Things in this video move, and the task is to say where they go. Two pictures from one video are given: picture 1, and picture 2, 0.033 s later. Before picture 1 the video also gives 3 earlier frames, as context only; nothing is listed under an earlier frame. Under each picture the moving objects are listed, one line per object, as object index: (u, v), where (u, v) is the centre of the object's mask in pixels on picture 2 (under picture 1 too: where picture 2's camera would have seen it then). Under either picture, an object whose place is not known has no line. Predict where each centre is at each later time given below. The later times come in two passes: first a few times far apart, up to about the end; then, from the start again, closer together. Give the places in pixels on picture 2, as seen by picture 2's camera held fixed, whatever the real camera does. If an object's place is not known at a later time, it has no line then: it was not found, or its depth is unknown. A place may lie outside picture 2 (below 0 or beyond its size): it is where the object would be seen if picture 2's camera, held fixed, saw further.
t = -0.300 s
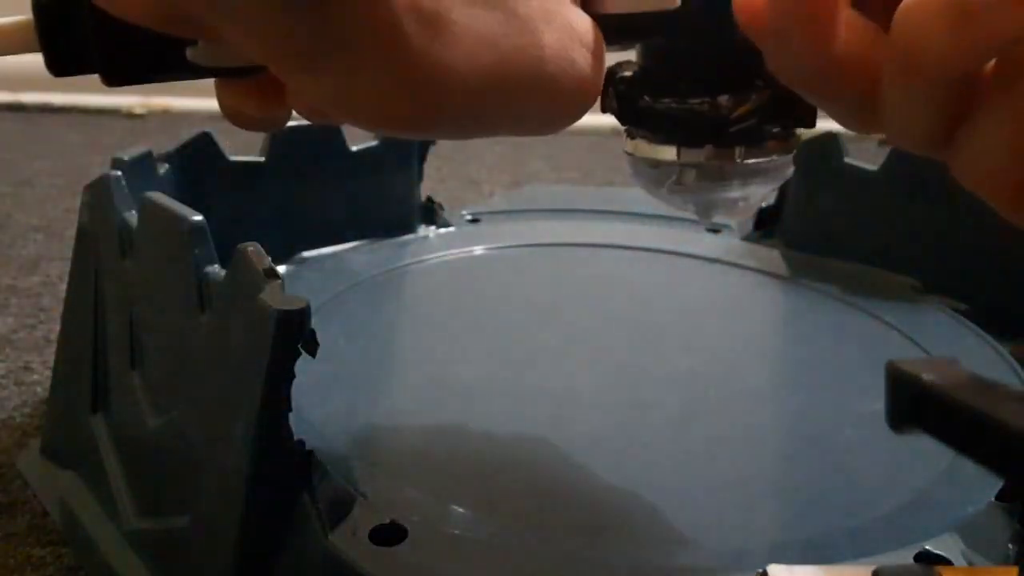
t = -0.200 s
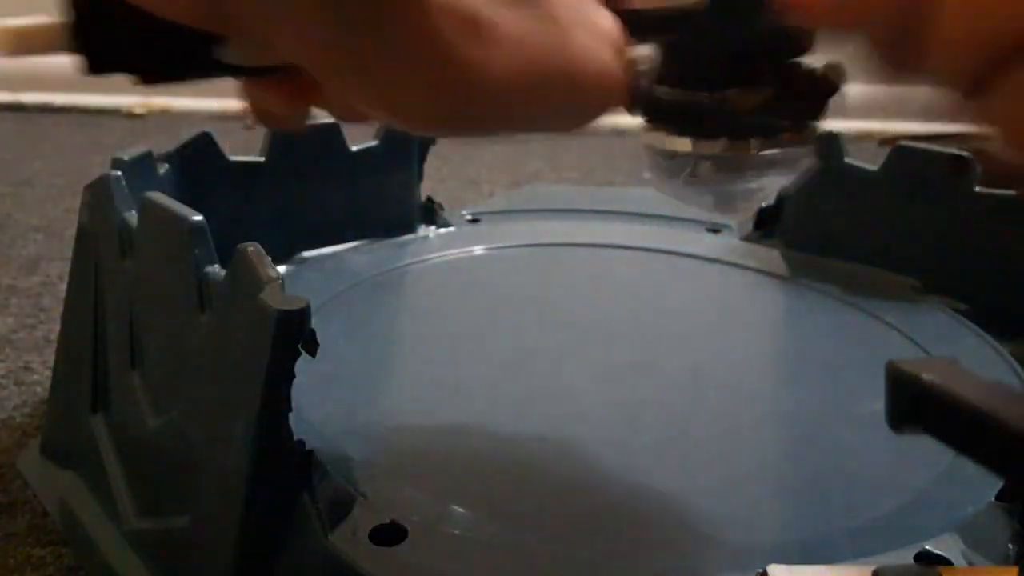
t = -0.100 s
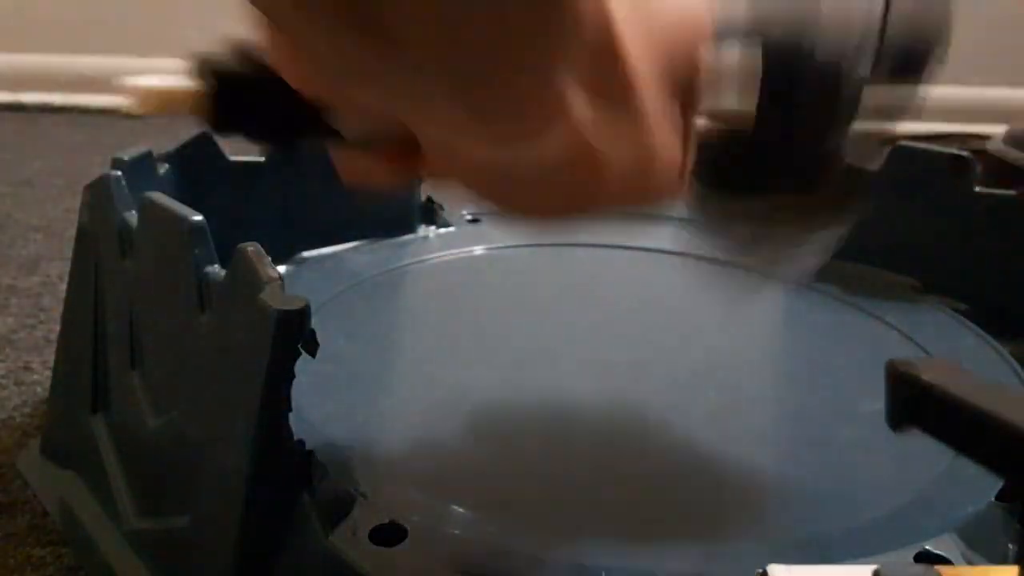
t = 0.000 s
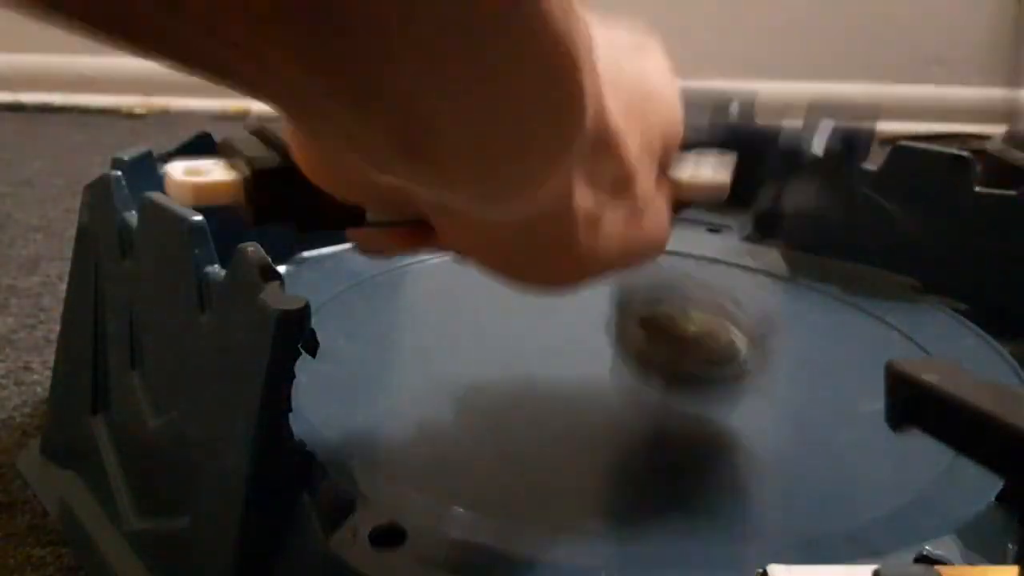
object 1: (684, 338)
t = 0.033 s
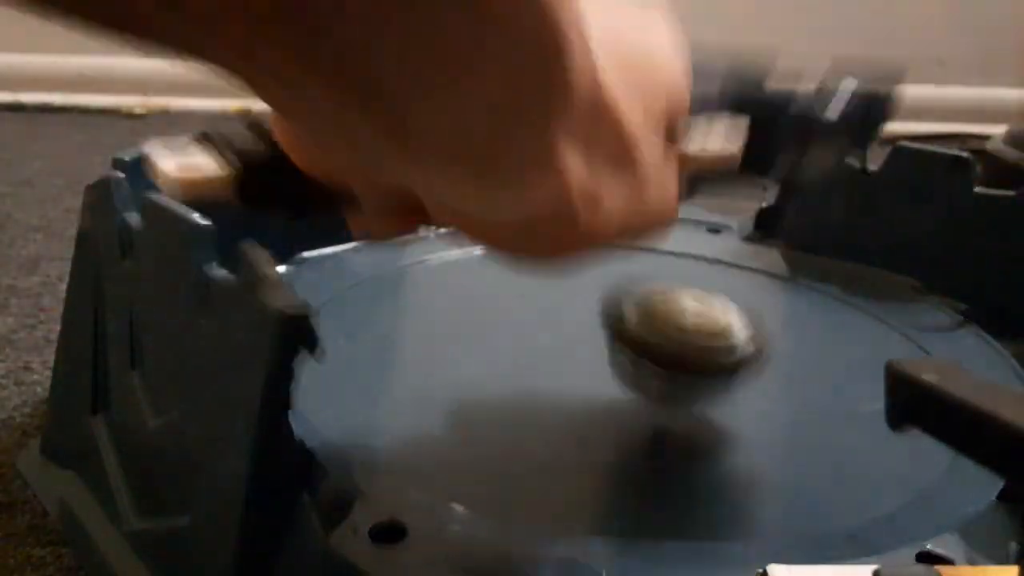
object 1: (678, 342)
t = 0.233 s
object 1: (619, 332)
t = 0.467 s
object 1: (490, 300)
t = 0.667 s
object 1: (449, 256)
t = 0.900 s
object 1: (592, 240)
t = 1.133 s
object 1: (789, 306)
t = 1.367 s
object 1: (650, 376)
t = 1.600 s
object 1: (398, 300)
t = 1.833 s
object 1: (478, 234)
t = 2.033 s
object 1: (664, 232)
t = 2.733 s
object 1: (571, 342)
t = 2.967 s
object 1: (478, 316)
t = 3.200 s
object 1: (490, 335)
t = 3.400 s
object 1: (604, 319)
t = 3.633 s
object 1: (570, 248)
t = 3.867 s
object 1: (428, 246)
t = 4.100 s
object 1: (555, 365)
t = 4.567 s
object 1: (818, 240)
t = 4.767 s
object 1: (538, 211)
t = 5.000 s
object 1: (321, 278)
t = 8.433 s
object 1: (425, 265)
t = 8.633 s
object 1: (516, 358)
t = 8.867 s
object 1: (856, 359)
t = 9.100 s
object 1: (832, 246)
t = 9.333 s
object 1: (517, 209)
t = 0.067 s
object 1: (673, 329)
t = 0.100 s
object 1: (663, 342)
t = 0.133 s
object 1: (655, 339)
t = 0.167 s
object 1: (644, 336)
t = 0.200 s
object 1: (633, 336)
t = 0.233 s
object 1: (619, 332)
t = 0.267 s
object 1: (604, 328)
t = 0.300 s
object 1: (587, 324)
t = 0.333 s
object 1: (568, 320)
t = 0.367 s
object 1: (548, 316)
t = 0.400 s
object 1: (528, 310)
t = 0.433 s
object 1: (508, 305)
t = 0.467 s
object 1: (490, 300)
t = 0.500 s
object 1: (472, 290)
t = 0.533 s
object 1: (461, 284)
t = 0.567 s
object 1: (451, 276)
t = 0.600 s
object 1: (445, 269)
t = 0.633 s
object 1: (445, 262)
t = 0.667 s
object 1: (449, 256)
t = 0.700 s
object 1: (458, 249)
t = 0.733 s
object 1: (471, 246)
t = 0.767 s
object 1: (489, 242)
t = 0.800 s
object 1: (512, 241)
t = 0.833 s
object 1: (535, 240)
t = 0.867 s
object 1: (562, 238)
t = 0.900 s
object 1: (592, 240)
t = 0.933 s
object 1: (622, 245)
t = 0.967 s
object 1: (654, 250)
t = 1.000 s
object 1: (687, 258)
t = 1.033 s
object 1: (723, 268)
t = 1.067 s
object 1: (749, 279)
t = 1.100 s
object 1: (773, 293)
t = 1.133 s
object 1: (789, 306)
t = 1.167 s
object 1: (800, 320)
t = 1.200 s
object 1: (800, 337)
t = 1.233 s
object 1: (789, 352)
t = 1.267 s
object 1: (767, 364)
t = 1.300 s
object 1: (738, 368)
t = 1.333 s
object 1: (698, 374)
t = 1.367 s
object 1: (650, 376)
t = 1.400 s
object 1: (603, 374)
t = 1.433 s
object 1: (560, 368)
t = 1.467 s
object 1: (512, 358)
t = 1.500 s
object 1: (474, 347)
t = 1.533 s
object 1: (440, 335)
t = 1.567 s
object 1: (412, 314)
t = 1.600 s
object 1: (398, 300)
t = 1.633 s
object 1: (394, 285)
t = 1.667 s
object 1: (394, 267)
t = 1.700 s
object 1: (400, 271)
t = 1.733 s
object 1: (415, 260)
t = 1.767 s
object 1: (429, 251)
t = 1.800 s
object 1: (451, 243)
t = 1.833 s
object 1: (478, 234)
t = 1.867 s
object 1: (508, 230)
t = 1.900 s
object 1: (534, 226)
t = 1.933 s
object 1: (564, 224)
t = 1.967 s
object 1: (597, 224)
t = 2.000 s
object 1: (630, 227)
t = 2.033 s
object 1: (664, 232)
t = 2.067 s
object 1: (706, 237)
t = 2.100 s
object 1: (742, 238)
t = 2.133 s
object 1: (780, 255)
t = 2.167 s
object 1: (820, 264)
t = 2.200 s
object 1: (850, 279)
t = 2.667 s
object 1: (624, 358)
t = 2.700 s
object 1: (595, 350)
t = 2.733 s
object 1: (571, 342)
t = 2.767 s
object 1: (553, 335)
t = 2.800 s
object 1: (539, 328)
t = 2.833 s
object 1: (526, 324)
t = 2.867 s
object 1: (513, 321)
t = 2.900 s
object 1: (501, 318)
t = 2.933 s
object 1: (489, 317)
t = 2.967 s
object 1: (478, 316)
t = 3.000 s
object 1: (469, 317)
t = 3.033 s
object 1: (462, 319)
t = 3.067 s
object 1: (459, 322)
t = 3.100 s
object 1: (460, 325)
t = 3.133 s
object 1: (465, 329)
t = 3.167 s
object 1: (476, 332)
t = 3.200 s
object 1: (490, 335)
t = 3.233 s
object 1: (510, 338)
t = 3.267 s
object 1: (530, 337)
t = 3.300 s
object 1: (553, 337)
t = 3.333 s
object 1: (573, 332)
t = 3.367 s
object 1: (589, 327)
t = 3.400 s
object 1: (604, 319)
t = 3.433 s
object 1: (611, 308)
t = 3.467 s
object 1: (615, 298)
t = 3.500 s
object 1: (614, 287)
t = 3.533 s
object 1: (610, 276)
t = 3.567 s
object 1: (600, 265)
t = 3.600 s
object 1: (586, 256)
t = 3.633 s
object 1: (570, 248)
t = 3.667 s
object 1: (553, 241)
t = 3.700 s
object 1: (533, 236)
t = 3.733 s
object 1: (512, 232)
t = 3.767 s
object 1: (489, 231)
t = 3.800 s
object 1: (467, 233)
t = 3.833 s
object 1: (444, 239)
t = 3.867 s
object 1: (428, 246)
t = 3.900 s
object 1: (418, 257)
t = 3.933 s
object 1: (414, 271)
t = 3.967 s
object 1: (421, 287)
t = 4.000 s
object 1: (437, 309)
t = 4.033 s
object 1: (464, 327)
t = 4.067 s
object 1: (506, 347)
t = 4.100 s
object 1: (555, 365)
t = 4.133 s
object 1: (613, 376)
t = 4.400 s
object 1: (952, 295)
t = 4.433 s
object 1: (935, 281)
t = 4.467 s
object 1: (913, 270)
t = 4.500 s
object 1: (886, 257)
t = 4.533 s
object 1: (856, 240)
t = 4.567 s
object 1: (818, 240)
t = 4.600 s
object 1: (780, 230)
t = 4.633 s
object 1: (733, 220)
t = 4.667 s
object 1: (689, 215)
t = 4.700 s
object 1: (637, 211)
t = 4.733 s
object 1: (590, 212)
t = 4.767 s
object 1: (538, 211)
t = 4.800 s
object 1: (490, 218)
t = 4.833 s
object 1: (440, 220)
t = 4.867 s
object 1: (394, 229)
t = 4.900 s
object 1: (344, 244)
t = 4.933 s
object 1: (317, 247)
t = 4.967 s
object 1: (306, 253)
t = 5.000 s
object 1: (321, 278)
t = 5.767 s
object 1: (562, 199)
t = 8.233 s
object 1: (523, 228)
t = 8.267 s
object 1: (503, 231)
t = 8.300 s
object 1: (481, 234)
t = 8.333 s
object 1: (461, 240)
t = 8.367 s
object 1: (444, 246)
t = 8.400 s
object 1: (432, 254)
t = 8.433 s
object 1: (425, 265)
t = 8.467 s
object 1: (422, 277)
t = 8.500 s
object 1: (425, 290)
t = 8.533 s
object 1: (436, 308)
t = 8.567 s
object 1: (452, 323)
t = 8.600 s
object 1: (482, 342)
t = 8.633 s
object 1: (516, 358)
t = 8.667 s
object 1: (557, 368)
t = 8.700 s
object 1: (609, 379)
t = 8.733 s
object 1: (663, 382)
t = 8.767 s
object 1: (721, 382)
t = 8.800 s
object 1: (778, 378)
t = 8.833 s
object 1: (820, 380)
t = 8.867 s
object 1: (856, 359)
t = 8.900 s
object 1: (891, 338)
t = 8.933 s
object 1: (908, 321)
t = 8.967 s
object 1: (911, 310)
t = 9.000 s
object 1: (904, 297)
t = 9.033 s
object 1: (885, 281)
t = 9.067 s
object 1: (859, 259)
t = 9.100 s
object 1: (832, 246)
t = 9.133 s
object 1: (795, 237)
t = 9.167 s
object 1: (753, 232)
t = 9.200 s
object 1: (707, 219)
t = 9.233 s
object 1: (664, 211)
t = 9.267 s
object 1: (614, 205)
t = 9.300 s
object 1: (567, 207)
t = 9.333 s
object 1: (517, 209)
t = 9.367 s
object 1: (465, 210)
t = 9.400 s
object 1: (419, 212)
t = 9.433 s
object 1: (366, 227)
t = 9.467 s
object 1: (330, 239)
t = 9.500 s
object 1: (320, 259)
